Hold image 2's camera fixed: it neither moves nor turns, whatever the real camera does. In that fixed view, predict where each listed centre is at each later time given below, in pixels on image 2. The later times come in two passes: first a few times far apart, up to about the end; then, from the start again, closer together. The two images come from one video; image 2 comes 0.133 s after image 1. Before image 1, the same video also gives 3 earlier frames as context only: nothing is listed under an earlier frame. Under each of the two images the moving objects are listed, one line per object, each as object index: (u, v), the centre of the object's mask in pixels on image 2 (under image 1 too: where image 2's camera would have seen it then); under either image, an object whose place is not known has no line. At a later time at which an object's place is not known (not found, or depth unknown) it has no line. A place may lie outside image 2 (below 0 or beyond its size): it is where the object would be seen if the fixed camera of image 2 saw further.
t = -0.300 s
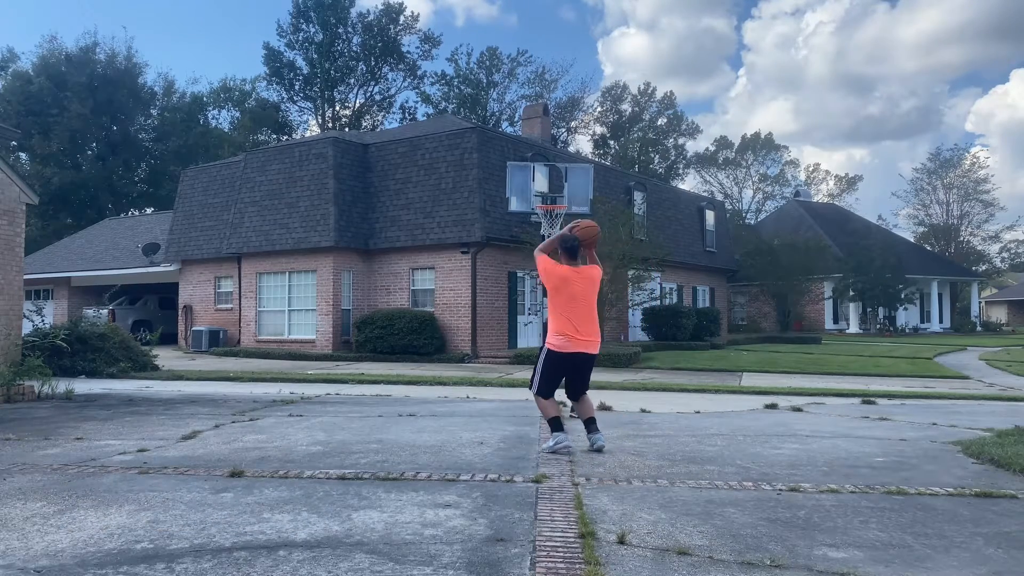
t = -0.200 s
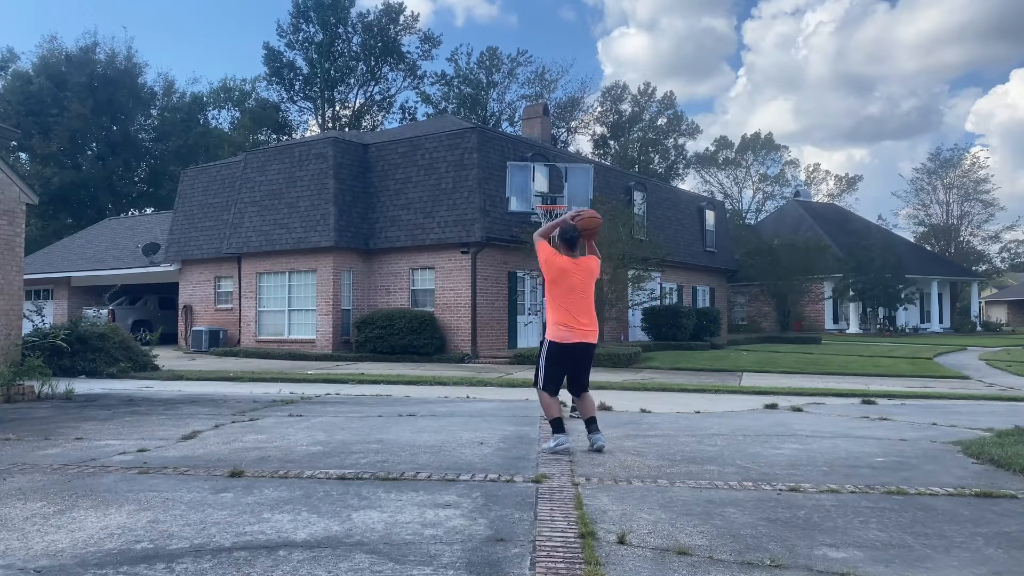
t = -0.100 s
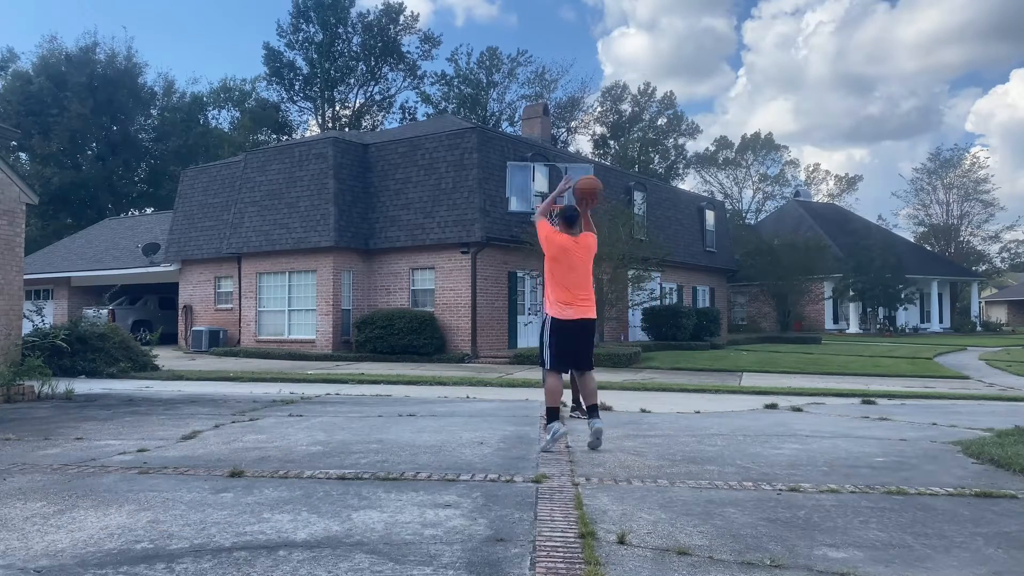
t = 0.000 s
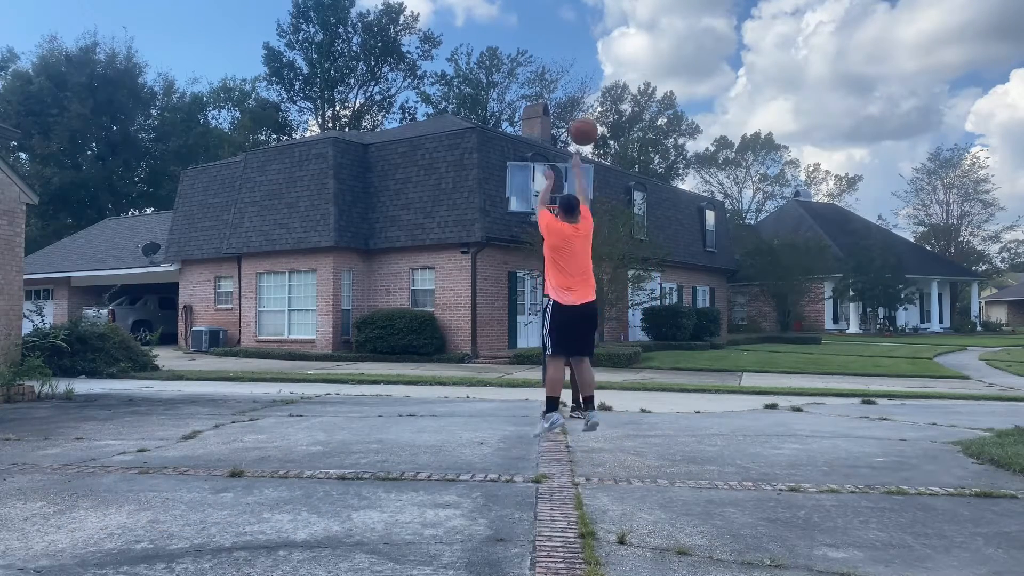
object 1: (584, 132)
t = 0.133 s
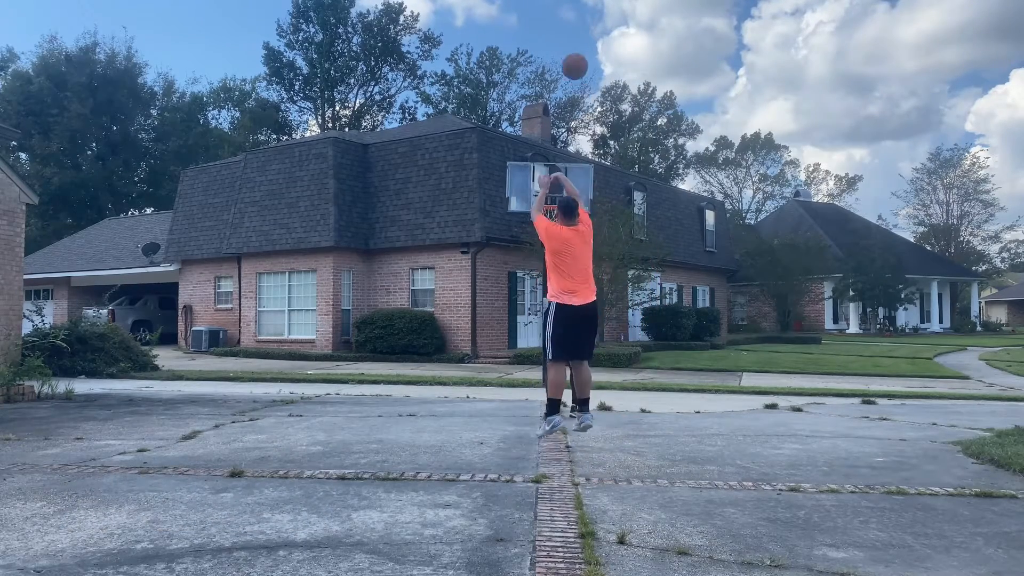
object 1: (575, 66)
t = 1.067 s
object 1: (544, 131)
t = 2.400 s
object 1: (828, 337)
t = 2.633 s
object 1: (879, 297)
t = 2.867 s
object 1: (931, 296)
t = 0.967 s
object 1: (545, 98)
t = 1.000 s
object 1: (545, 108)
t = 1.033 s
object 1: (544, 119)
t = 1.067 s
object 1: (544, 131)
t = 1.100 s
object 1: (543, 142)
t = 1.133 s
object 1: (543, 155)
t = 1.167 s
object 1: (542, 167)
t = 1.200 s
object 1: (542, 180)
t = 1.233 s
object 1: (541, 193)
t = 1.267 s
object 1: (544, 200)
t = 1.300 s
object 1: (552, 197)
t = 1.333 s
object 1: (560, 194)
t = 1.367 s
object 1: (568, 192)
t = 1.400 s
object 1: (576, 192)
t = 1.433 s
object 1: (585, 191)
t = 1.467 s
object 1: (594, 190)
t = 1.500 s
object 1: (601, 191)
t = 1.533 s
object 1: (610, 192)
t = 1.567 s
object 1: (618, 195)
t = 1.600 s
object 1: (626, 198)
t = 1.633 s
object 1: (635, 202)
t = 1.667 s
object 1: (643, 207)
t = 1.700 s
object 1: (652, 212)
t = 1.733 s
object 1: (661, 217)
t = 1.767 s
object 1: (669, 224)
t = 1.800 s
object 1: (678, 232)
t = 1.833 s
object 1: (686, 240)
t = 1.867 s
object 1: (695, 249)
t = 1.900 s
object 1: (704, 260)
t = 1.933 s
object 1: (713, 270)
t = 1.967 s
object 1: (721, 282)
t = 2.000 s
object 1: (730, 294)
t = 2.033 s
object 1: (739, 308)
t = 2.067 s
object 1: (749, 323)
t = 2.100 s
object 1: (758, 337)
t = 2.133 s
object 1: (767, 353)
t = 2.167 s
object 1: (776, 370)
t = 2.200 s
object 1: (785, 387)
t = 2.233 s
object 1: (793, 387)
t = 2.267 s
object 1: (800, 376)
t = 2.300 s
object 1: (807, 365)
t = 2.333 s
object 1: (814, 355)
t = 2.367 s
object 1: (821, 345)
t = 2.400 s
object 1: (828, 337)
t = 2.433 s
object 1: (836, 329)
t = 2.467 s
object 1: (843, 321)
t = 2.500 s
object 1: (849, 315)
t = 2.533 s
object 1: (857, 309)
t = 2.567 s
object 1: (864, 304)
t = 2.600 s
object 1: (872, 300)
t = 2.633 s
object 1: (879, 297)
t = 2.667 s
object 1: (886, 294)
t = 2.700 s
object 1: (894, 292)
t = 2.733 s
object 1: (901, 291)
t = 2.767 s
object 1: (908, 291)
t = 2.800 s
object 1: (916, 292)
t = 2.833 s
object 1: (924, 294)
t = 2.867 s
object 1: (931, 296)
